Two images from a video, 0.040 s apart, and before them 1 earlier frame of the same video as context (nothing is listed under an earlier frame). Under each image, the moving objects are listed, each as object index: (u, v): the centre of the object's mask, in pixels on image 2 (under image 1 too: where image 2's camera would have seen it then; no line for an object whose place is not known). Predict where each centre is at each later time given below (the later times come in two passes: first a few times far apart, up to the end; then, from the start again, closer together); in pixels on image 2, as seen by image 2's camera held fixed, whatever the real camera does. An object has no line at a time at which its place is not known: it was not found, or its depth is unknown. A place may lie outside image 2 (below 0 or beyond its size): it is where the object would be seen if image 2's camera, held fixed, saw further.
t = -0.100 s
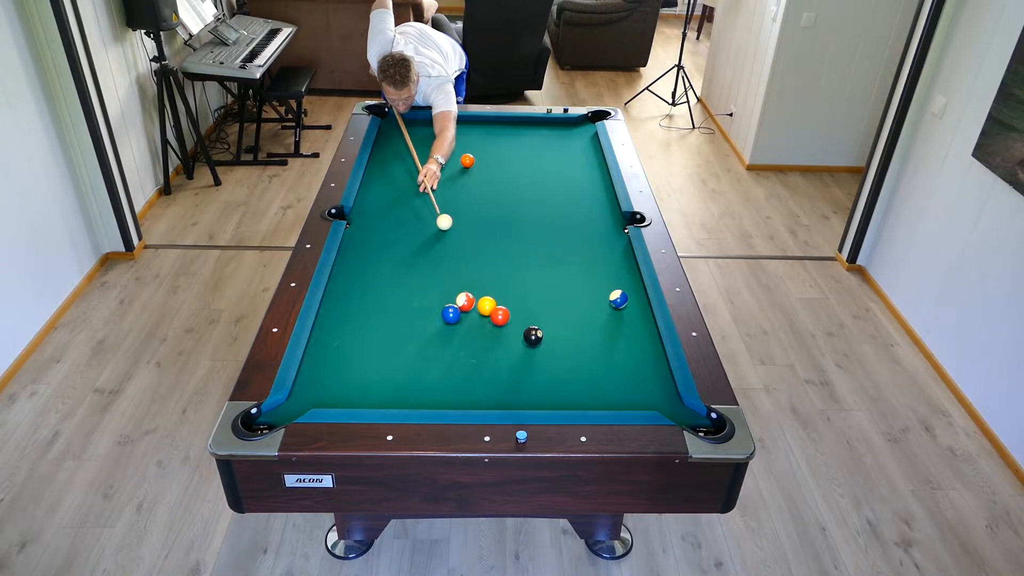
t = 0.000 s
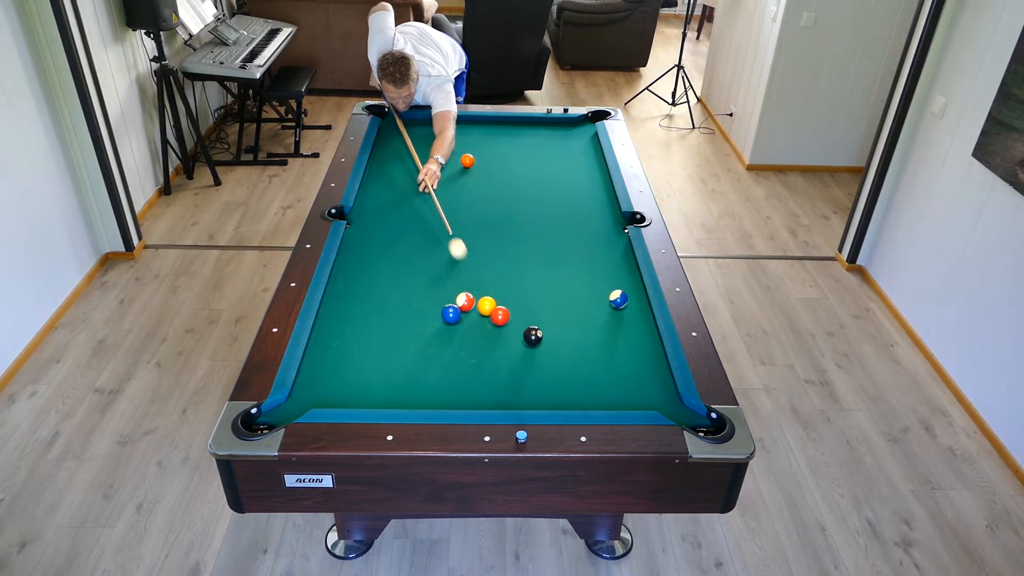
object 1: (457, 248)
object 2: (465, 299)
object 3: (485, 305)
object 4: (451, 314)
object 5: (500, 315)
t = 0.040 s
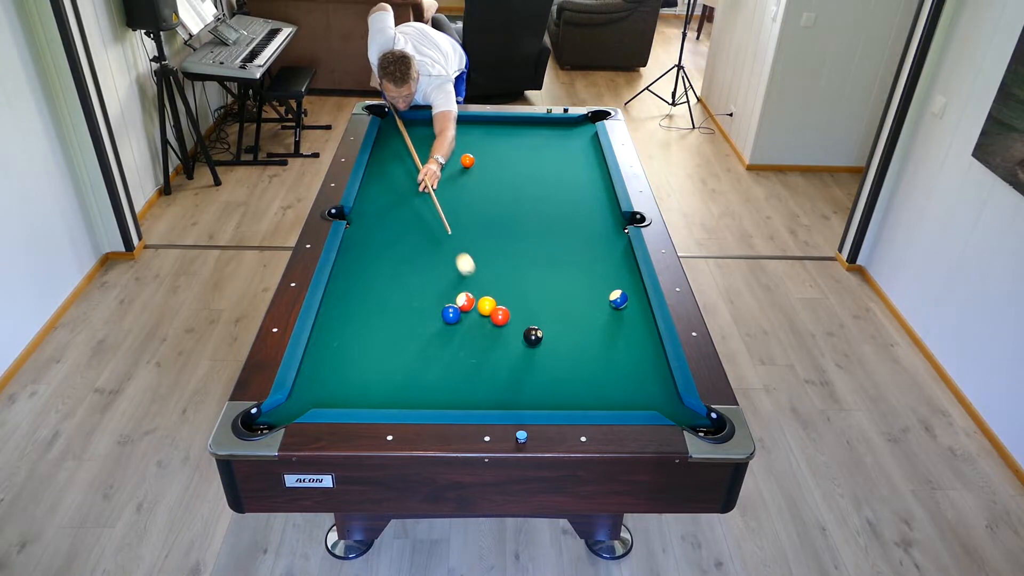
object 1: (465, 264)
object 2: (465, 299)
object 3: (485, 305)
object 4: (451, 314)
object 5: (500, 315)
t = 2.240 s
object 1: (594, 218)
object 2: (398, 292)
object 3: (313, 390)
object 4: (317, 361)
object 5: (441, 391)
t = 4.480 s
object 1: (557, 202)
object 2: (398, 291)
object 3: (312, 380)
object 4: (330, 350)
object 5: (437, 384)
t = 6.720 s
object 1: (557, 202)
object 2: (398, 291)
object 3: (312, 380)
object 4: (330, 350)
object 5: (437, 384)
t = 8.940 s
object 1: (557, 202)
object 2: (398, 292)
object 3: (312, 380)
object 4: (330, 350)
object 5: (437, 384)
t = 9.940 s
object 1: (557, 202)
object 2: (398, 291)
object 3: (312, 380)
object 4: (330, 350)
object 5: (437, 384)
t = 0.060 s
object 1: (469, 272)
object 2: (465, 299)
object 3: (485, 305)
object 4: (451, 314)
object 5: (500, 315)
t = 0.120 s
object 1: (481, 292)
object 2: (464, 300)
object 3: (486, 306)
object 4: (451, 314)
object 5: (501, 316)
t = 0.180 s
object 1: (492, 293)
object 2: (457, 301)
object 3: (480, 311)
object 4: (445, 319)
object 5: (516, 329)
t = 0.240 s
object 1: (501, 290)
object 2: (454, 303)
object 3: (474, 315)
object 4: (438, 325)
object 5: (513, 333)
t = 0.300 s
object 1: (508, 287)
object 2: (451, 302)
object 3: (468, 318)
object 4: (432, 330)
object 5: (510, 337)
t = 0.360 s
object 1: (515, 284)
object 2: (448, 301)
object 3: (462, 322)
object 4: (425, 335)
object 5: (507, 340)
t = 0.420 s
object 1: (522, 280)
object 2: (445, 300)
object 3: (457, 326)
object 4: (419, 341)
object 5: (504, 344)
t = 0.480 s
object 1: (528, 277)
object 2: (442, 300)
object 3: (451, 330)
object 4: (413, 347)
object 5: (502, 347)
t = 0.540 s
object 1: (534, 274)
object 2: (439, 299)
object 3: (445, 333)
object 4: (406, 352)
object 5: (499, 351)
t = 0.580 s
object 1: (538, 272)
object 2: (437, 299)
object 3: (441, 336)
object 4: (402, 356)
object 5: (497, 353)
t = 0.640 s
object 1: (545, 269)
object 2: (435, 298)
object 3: (435, 339)
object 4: (395, 362)
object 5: (494, 356)
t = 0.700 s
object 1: (550, 266)
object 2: (432, 298)
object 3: (429, 343)
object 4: (389, 367)
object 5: (491, 360)
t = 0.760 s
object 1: (556, 263)
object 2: (430, 297)
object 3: (423, 347)
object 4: (382, 373)
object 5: (489, 363)
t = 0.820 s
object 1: (562, 261)
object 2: (428, 297)
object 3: (417, 350)
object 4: (375, 379)
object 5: (486, 367)
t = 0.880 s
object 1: (567, 258)
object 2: (425, 296)
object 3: (412, 354)
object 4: (368, 385)
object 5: (483, 370)
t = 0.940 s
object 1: (572, 256)
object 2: (423, 296)
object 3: (406, 358)
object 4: (362, 391)
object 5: (481, 373)
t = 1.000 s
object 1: (578, 253)
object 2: (421, 295)
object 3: (400, 361)
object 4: (355, 396)
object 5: (478, 377)
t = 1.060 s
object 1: (583, 251)
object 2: (418, 295)
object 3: (394, 365)
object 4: (348, 400)
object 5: (475, 380)
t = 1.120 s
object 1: (587, 248)
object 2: (417, 294)
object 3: (388, 369)
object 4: (344, 400)
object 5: (472, 383)
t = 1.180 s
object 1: (592, 246)
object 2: (414, 294)
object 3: (382, 372)
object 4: (340, 398)
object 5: (470, 386)
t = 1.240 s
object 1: (597, 244)
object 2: (413, 294)
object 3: (377, 376)
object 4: (337, 396)
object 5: (467, 389)
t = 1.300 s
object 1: (601, 241)
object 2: (411, 293)
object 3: (371, 380)
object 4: (335, 394)
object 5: (464, 392)
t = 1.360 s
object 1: (606, 239)
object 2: (409, 293)
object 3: (365, 383)
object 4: (332, 391)
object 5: (462, 395)
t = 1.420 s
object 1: (610, 237)
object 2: (408, 293)
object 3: (359, 387)
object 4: (329, 388)
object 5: (459, 397)
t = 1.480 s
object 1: (614, 235)
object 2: (406, 293)
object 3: (354, 390)
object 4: (327, 386)
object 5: (457, 400)
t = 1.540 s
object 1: (618, 233)
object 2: (405, 293)
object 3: (348, 394)
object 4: (324, 383)
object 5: (455, 401)
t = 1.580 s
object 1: (619, 232)
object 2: (404, 292)
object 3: (344, 396)
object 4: (323, 382)
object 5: (453, 402)
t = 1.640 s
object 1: (616, 230)
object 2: (403, 292)
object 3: (339, 398)
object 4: (321, 379)
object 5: (452, 401)
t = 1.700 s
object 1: (614, 229)
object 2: (402, 292)
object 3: (333, 400)
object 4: (319, 377)
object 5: (451, 400)
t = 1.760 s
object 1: (611, 228)
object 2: (401, 292)
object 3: (330, 400)
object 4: (317, 375)
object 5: (449, 399)
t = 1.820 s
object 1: (609, 226)
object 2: (401, 292)
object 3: (328, 398)
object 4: (314, 373)
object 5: (448, 398)
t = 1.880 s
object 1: (607, 225)
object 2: (400, 292)
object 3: (325, 397)
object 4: (312, 370)
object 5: (446, 397)
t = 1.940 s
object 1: (604, 224)
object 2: (399, 292)
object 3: (323, 396)
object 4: (310, 368)
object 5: (445, 396)
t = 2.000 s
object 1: (602, 223)
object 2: (399, 292)
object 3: (321, 395)
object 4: (310, 366)
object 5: (444, 395)
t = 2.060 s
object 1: (600, 221)
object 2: (398, 292)
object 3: (318, 394)
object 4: (312, 364)
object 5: (443, 394)
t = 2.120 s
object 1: (598, 220)
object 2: (398, 292)
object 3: (316, 392)
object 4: (313, 363)
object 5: (443, 393)
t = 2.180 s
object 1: (595, 219)
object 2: (398, 292)
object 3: (314, 391)
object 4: (315, 362)
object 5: (442, 392)
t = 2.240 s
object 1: (594, 218)
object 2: (398, 292)
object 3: (313, 390)
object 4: (317, 361)
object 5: (441, 391)
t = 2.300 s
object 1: (591, 217)
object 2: (398, 291)
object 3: (311, 388)
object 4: (318, 360)
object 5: (441, 390)
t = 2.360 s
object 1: (590, 216)
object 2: (398, 292)
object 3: (309, 387)
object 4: (319, 359)
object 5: (440, 389)
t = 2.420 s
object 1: (588, 215)
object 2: (398, 292)
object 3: (307, 386)
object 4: (321, 358)
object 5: (439, 388)
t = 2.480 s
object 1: (586, 214)
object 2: (398, 291)
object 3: (305, 385)
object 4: (321, 357)
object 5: (439, 387)
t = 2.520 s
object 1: (585, 214)
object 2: (398, 291)
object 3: (304, 384)
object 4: (322, 356)
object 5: (438, 387)
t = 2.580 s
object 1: (583, 213)
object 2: (398, 291)
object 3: (304, 383)
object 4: (323, 355)
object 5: (438, 386)
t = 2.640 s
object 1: (581, 212)
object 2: (398, 291)
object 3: (305, 383)
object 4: (324, 354)
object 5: (438, 386)
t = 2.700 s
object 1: (580, 211)
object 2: (398, 291)
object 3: (306, 382)
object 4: (325, 354)
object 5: (438, 385)
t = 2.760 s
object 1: (578, 211)
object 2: (398, 291)
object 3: (307, 382)
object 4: (326, 353)
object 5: (438, 385)
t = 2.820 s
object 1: (577, 210)
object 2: (398, 291)
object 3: (308, 381)
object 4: (327, 353)
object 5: (438, 384)
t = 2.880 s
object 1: (575, 209)
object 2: (398, 291)
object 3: (309, 381)
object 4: (327, 352)
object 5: (437, 384)
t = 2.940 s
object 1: (574, 209)
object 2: (398, 291)
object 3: (310, 381)
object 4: (328, 352)
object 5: (437, 384)
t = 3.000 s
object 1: (573, 208)
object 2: (398, 291)
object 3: (310, 381)
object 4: (328, 351)
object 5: (437, 384)
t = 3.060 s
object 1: (571, 208)
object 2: (398, 291)
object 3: (311, 380)
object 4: (329, 351)
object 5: (437, 384)
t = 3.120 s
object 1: (570, 207)
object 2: (398, 292)
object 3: (311, 380)
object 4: (329, 350)
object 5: (437, 384)
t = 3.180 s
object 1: (569, 207)
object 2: (398, 292)
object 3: (312, 380)
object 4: (330, 350)
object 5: (437, 384)
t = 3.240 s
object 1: (568, 206)
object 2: (398, 291)
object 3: (312, 380)
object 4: (330, 350)
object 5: (437, 384)
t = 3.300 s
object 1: (567, 206)
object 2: (398, 291)
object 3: (312, 380)
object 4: (330, 350)
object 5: (437, 384)
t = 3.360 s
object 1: (566, 205)
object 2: (398, 291)
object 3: (312, 380)
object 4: (330, 350)
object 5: (437, 384)
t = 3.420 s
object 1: (565, 205)
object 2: (398, 291)
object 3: (312, 380)
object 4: (330, 350)
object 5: (437, 384)
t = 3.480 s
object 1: (564, 205)
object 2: (398, 291)
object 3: (312, 380)
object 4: (330, 350)
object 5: (437, 384)
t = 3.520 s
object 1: (563, 204)
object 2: (398, 291)
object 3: (312, 380)
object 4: (330, 350)
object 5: (437, 384)
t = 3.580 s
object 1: (562, 204)
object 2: (398, 291)
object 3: (312, 380)
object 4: (330, 350)
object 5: (437, 384)
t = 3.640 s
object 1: (562, 204)
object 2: (398, 291)
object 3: (312, 380)
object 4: (330, 350)
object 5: (437, 384)
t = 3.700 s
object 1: (561, 203)
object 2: (398, 291)
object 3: (312, 380)
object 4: (330, 350)
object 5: (437, 384)
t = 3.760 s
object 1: (560, 203)
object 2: (398, 291)
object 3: (312, 380)
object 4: (330, 350)
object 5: (437, 384)
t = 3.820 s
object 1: (560, 203)
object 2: (398, 291)
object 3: (312, 380)
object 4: (330, 350)
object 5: (437, 384)
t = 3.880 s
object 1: (559, 203)
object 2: (398, 291)
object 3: (312, 380)
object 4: (330, 350)
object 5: (437, 384)
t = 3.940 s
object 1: (559, 203)
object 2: (398, 291)
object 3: (312, 380)
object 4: (330, 350)
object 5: (437, 384)
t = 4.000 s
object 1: (558, 203)
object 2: (398, 291)
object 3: (312, 380)
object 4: (330, 350)
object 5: (437, 384)
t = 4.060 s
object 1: (558, 202)
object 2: (398, 291)
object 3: (312, 380)
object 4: (330, 350)
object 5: (437, 384)
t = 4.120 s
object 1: (558, 202)
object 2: (398, 291)
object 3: (312, 380)
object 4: (330, 350)
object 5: (437, 384)
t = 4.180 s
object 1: (557, 202)
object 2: (398, 291)
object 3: (312, 380)
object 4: (330, 350)
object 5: (437, 384)
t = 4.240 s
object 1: (557, 202)
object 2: (398, 291)
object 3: (312, 380)
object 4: (330, 350)
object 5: (437, 384)
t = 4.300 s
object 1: (557, 202)
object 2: (398, 291)
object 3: (312, 380)
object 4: (330, 350)
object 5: (437, 384)
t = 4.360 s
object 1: (557, 202)
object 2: (398, 291)
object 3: (312, 380)
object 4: (330, 350)
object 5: (437, 384)
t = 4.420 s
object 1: (557, 202)
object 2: (398, 291)
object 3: (312, 380)
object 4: (330, 350)
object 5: (437, 384)
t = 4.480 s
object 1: (557, 202)
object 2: (398, 291)
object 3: (312, 380)
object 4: (330, 350)
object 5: (437, 384)
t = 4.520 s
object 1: (557, 202)
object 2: (398, 291)
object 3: (312, 380)
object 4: (330, 350)
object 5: (437, 384)
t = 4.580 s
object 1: (557, 202)
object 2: (398, 291)
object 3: (312, 380)
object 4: (330, 350)
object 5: (437, 384)
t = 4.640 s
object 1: (557, 202)
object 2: (398, 291)
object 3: (312, 380)
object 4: (330, 350)
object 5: (437, 384)
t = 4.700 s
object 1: (557, 202)
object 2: (398, 291)
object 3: (312, 380)
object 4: (330, 350)
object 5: (437, 384)
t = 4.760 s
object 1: (557, 202)
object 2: (398, 291)
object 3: (312, 380)
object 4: (330, 350)
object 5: (437, 384)
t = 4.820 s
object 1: (557, 202)
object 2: (398, 291)
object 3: (312, 380)
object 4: (330, 350)
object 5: (437, 384)
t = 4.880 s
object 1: (557, 202)
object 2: (398, 291)
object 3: (312, 380)
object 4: (330, 350)
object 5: (437, 384)
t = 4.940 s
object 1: (557, 202)
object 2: (398, 291)
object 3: (312, 380)
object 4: (330, 350)
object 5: (437, 384)
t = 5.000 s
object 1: (557, 202)
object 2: (398, 291)
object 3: (312, 380)
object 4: (330, 350)
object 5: (437, 384)
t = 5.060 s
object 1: (557, 202)
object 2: (398, 291)
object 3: (312, 380)
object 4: (330, 350)
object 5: (437, 384)
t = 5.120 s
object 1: (557, 202)
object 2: (398, 291)
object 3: (312, 380)
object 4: (330, 350)
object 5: (437, 384)
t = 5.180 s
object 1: (557, 202)
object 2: (398, 291)
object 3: (312, 380)
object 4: (330, 350)
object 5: (437, 384)
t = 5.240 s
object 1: (557, 202)
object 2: (398, 291)
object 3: (312, 380)
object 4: (330, 350)
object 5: (437, 384)
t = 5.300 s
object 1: (557, 202)
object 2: (398, 291)
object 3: (312, 380)
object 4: (330, 350)
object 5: (437, 384)
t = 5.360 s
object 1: (557, 202)
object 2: (398, 291)
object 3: (312, 380)
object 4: (330, 350)
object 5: (437, 384)
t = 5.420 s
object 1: (557, 202)
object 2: (398, 291)
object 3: (312, 380)
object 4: (330, 350)
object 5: (437, 384)
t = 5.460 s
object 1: (557, 202)
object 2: (398, 291)
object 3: (312, 380)
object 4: (330, 350)
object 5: (437, 384)
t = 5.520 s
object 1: (557, 202)
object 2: (398, 291)
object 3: (312, 380)
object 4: (330, 350)
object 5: (437, 384)
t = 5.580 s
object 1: (557, 202)
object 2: (398, 291)
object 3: (312, 380)
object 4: (330, 350)
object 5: (437, 384)
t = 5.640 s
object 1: (557, 202)
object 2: (398, 291)
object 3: (312, 380)
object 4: (330, 350)
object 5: (437, 384)
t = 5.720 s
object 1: (557, 202)
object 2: (398, 291)
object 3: (312, 380)
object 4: (330, 350)
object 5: (437, 384)
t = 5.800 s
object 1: (557, 202)
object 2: (398, 291)
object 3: (312, 380)
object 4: (330, 350)
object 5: (437, 384)
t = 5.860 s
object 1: (557, 202)
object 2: (398, 291)
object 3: (312, 380)
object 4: (330, 350)
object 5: (437, 384)
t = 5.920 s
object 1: (557, 202)
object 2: (398, 291)
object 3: (312, 380)
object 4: (330, 350)
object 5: (437, 384)
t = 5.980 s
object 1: (557, 202)
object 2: (398, 291)
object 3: (312, 380)
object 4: (330, 350)
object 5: (437, 384)
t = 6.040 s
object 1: (557, 202)
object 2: (398, 291)
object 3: (312, 380)
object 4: (330, 350)
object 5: (437, 384)
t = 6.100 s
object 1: (557, 202)
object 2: (398, 291)
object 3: (312, 380)
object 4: (330, 350)
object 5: (437, 384)
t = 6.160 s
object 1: (557, 202)
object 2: (398, 291)
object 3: (312, 380)
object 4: (330, 350)
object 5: (437, 384)
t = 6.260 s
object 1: (557, 202)
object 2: (398, 291)
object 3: (312, 380)
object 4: (330, 350)
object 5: (437, 384)
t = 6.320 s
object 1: (557, 202)
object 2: (398, 291)
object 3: (312, 380)
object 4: (330, 350)
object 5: (437, 384)
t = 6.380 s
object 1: (557, 202)
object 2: (398, 291)
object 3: (312, 380)
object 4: (330, 350)
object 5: (437, 384)
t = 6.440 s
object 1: (557, 202)
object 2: (398, 291)
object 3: (312, 380)
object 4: (330, 350)
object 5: (437, 384)
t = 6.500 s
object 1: (557, 202)
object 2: (398, 291)
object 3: (312, 380)
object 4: (330, 350)
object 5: (437, 384)
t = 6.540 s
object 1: (557, 202)
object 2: (398, 291)
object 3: (312, 380)
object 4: (330, 350)
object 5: (437, 384)
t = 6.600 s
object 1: (557, 202)
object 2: (398, 291)
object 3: (312, 380)
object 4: (330, 350)
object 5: (437, 384)
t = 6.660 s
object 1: (557, 202)
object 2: (398, 291)
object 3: (312, 380)
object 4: (330, 350)
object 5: (437, 384)
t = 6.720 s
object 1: (557, 202)
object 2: (398, 291)
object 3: (312, 380)
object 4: (330, 350)
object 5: (437, 384)
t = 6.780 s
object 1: (557, 202)
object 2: (398, 291)
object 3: (312, 380)
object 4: (330, 350)
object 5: (437, 384)
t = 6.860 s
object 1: (557, 202)
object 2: (398, 291)
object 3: (312, 380)
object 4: (330, 350)
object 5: (437, 384)
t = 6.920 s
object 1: (557, 202)
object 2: (398, 291)
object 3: (312, 380)
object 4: (330, 350)
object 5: (437, 384)
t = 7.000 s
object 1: (557, 202)
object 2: (398, 291)
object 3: (312, 380)
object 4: (330, 350)
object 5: (437, 384)
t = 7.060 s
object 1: (557, 202)
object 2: (398, 291)
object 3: (312, 380)
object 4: (330, 350)
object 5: (437, 384)
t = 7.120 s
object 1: (557, 202)
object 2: (398, 291)
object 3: (312, 380)
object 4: (330, 350)
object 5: (437, 384)
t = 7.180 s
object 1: (557, 202)
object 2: (398, 291)
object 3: (312, 380)
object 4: (330, 350)
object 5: (437, 384)
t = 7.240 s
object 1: (557, 202)
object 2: (398, 291)
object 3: (312, 380)
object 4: (330, 350)
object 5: (437, 384)
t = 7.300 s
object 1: (557, 202)
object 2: (398, 291)
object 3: (312, 380)
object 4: (330, 350)
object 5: (437, 384)
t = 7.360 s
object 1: (557, 202)
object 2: (398, 291)
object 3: (312, 380)
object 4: (330, 350)
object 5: (437, 384)
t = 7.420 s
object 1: (557, 202)
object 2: (398, 291)
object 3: (312, 380)
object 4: (330, 350)
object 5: (437, 384)
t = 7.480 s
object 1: (557, 202)
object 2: (398, 291)
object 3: (312, 380)
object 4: (330, 350)
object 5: (437, 384)
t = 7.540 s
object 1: (557, 202)
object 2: (398, 291)
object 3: (312, 380)
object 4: (330, 350)
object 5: (437, 384)
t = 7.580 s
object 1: (557, 202)
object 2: (398, 291)
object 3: (312, 380)
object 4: (330, 350)
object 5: (437, 384)
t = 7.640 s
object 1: (557, 202)
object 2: (398, 291)
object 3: (312, 380)
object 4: (330, 350)
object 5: (437, 384)
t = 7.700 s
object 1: (557, 202)
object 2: (398, 291)
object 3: (312, 380)
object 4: (330, 350)
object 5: (437, 384)
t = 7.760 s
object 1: (557, 202)
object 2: (398, 291)
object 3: (312, 380)
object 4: (330, 350)
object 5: (437, 384)
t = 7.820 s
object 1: (557, 202)
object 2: (398, 291)
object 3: (312, 380)
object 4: (330, 350)
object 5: (437, 384)
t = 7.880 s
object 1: (557, 202)
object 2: (398, 291)
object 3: (312, 380)
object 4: (330, 350)
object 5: (437, 384)
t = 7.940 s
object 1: (557, 202)
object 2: (398, 291)
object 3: (312, 380)
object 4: (330, 350)
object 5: (437, 384)
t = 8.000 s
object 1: (557, 202)
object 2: (398, 291)
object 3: (312, 380)
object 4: (330, 350)
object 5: (437, 384)
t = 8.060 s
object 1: (557, 202)
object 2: (398, 291)
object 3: (312, 380)
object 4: (330, 350)
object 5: (437, 384)
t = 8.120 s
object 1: (557, 202)
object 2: (398, 291)
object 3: (312, 380)
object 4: (330, 350)
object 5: (437, 384)
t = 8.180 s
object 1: (557, 202)
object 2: (398, 291)
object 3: (312, 380)
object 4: (330, 350)
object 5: (437, 384)
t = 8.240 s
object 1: (557, 202)
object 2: (398, 291)
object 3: (312, 380)
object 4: (330, 350)
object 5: (437, 384)
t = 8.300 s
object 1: (557, 202)
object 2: (398, 291)
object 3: (312, 380)
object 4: (330, 350)
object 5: (437, 384)
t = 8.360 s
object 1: (557, 202)
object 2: (398, 291)
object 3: (312, 380)
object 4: (330, 350)
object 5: (437, 384)
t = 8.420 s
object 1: (557, 202)
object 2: (398, 291)
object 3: (312, 380)
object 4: (330, 350)
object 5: (437, 384)
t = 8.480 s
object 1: (557, 202)
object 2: (398, 291)
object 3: (312, 380)
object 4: (330, 350)
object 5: (437, 384)
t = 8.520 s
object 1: (557, 202)
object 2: (398, 291)
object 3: (312, 380)
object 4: (330, 350)
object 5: (437, 384)
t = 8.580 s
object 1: (557, 202)
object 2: (398, 291)
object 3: (312, 380)
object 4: (330, 350)
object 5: (437, 384)
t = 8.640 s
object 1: (557, 202)
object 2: (398, 291)
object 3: (312, 380)
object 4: (330, 350)
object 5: (437, 384)
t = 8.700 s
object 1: (557, 202)
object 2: (398, 291)
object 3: (312, 380)
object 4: (330, 350)
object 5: (437, 384)
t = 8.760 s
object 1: (557, 202)
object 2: (398, 291)
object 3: (312, 380)
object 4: (330, 350)
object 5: (437, 384)
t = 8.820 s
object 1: (557, 202)
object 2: (398, 291)
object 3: (312, 380)
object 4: (330, 350)
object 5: (437, 384)
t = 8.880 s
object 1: (557, 202)
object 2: (398, 292)
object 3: (312, 380)
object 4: (330, 350)
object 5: (437, 384)
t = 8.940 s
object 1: (557, 202)
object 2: (398, 292)
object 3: (312, 380)
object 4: (330, 350)
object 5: (437, 384)
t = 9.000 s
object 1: (557, 202)
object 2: (398, 292)
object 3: (312, 380)
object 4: (330, 350)
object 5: (437, 384)
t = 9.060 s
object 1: (557, 202)
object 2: (398, 292)
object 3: (312, 380)
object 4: (330, 350)
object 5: (437, 384)
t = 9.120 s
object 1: (557, 202)
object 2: (398, 292)
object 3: (312, 380)
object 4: (330, 350)
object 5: (437, 384)
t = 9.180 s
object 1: (557, 202)
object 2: (398, 292)
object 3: (312, 380)
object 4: (330, 350)
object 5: (437, 384)
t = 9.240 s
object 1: (557, 202)
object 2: (398, 291)
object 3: (312, 380)
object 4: (330, 350)
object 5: (437, 384)
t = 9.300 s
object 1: (557, 202)
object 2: (398, 291)
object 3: (312, 380)
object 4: (330, 350)
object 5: (437, 384)
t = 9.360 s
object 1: (557, 202)
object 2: (398, 291)
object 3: (312, 380)
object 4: (330, 350)
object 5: (437, 384)
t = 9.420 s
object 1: (557, 202)
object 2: (398, 291)
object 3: (312, 380)
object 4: (330, 350)
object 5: (437, 384)
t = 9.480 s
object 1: (557, 202)
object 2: (398, 291)
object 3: (312, 380)
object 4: (330, 350)
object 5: (437, 384)
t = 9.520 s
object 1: (557, 202)
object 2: (398, 291)
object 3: (312, 380)
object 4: (330, 350)
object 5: (437, 384)
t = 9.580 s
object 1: (557, 202)
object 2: (398, 291)
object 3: (312, 380)
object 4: (330, 350)
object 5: (437, 384)
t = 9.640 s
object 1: (557, 202)
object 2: (398, 291)
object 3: (312, 380)
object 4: (330, 350)
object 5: (437, 384)
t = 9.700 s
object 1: (557, 202)
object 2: (398, 291)
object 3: (312, 380)
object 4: (330, 350)
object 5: (437, 384)
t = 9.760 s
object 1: (557, 202)
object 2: (398, 291)
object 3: (312, 380)
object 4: (330, 350)
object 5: (437, 384)
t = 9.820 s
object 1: (557, 202)
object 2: (398, 291)
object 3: (312, 380)
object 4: (330, 350)
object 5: (437, 384)
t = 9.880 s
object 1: (557, 202)
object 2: (398, 291)
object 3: (312, 380)
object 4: (330, 350)
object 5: (437, 384)
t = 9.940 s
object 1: (557, 202)
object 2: (398, 291)
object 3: (312, 380)
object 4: (330, 350)
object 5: (437, 384)
